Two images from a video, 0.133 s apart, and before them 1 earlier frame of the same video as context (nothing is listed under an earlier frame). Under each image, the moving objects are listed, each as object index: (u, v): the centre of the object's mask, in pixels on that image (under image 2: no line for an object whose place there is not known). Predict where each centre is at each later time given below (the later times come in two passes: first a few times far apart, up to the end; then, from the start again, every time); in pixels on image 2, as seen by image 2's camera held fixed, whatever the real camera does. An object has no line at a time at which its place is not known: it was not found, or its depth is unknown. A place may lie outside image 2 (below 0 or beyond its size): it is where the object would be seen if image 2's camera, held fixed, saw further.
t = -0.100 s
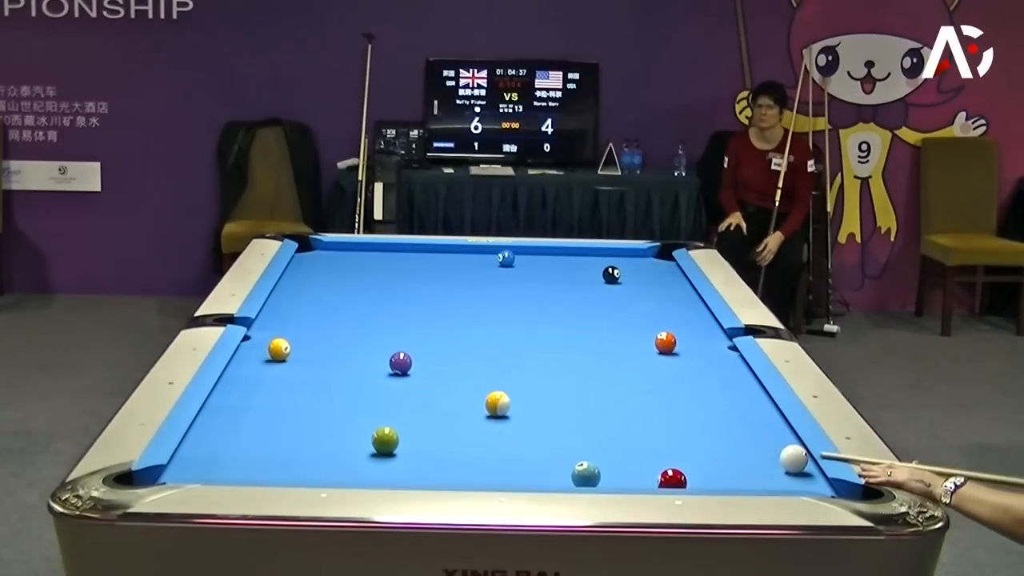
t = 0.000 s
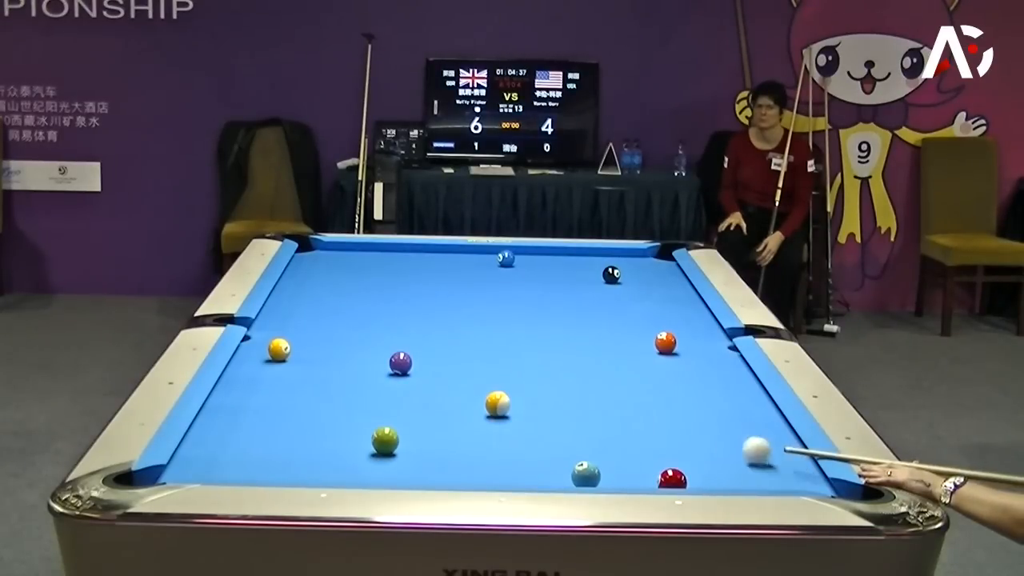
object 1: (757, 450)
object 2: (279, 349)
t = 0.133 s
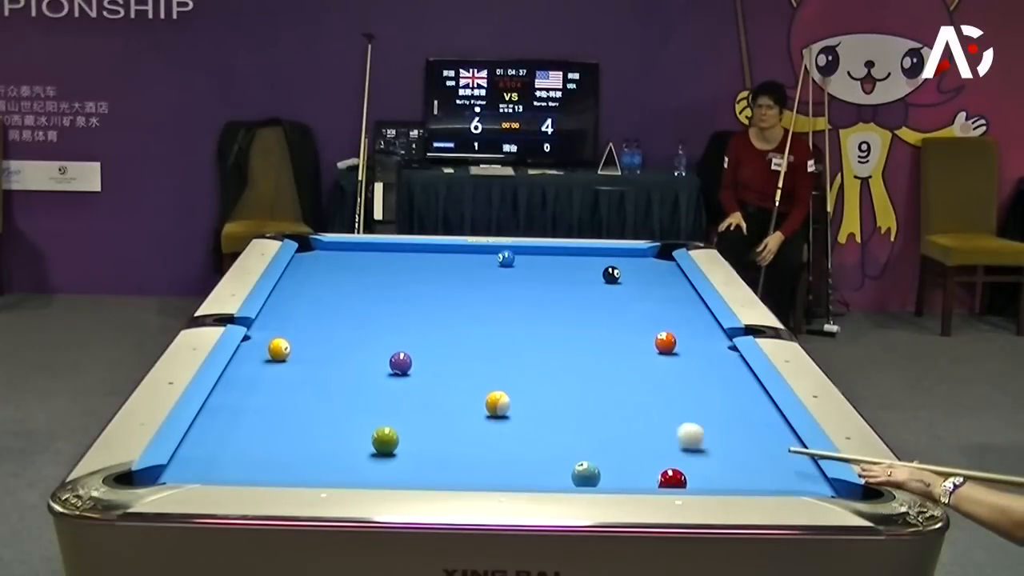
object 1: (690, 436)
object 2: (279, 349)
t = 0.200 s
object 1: (659, 429)
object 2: (279, 349)
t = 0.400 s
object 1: (569, 410)
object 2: (279, 349)
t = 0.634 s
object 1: (474, 389)
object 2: (279, 349)
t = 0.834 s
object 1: (400, 372)
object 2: (279, 349)
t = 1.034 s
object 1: (332, 357)
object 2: (279, 349)
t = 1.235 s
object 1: (299, 343)
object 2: (251, 349)
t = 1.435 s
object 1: (287, 331)
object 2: (269, 349)
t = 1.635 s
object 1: (275, 321)
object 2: (291, 348)
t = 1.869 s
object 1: (274, 310)
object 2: (314, 348)
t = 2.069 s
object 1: (286, 302)
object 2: (333, 348)
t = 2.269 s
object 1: (297, 296)
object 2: (351, 348)
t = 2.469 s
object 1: (307, 289)
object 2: (368, 349)
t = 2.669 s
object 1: (317, 283)
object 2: (383, 349)
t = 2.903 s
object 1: (328, 277)
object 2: (399, 346)
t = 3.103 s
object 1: (337, 272)
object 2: (413, 348)
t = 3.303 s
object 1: (345, 267)
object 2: (424, 348)
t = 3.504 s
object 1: (352, 263)
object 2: (435, 348)
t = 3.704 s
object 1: (360, 259)
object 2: (445, 348)
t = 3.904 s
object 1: (367, 255)
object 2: (453, 349)
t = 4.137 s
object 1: (374, 251)
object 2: (461, 348)
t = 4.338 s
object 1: (380, 248)
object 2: (467, 348)
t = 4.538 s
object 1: (385, 247)
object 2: (472, 349)
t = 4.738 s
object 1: (387, 249)
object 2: (475, 349)
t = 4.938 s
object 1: (389, 250)
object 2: (478, 349)
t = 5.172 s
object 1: (391, 252)
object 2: (480, 349)
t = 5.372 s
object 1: (392, 253)
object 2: (480, 349)
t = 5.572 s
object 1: (394, 254)
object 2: (479, 349)
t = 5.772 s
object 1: (395, 255)
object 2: (479, 349)
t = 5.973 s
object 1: (396, 255)
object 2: (479, 349)
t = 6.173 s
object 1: (397, 256)
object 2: (479, 349)
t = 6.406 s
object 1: (398, 256)
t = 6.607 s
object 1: (398, 257)
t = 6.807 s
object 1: (398, 257)
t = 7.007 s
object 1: (398, 257)
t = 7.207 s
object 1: (398, 257)
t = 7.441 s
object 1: (398, 257)
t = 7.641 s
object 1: (398, 257)
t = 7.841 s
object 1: (398, 257)
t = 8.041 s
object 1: (398, 257)
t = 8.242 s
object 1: (398, 257)
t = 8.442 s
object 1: (398, 257)
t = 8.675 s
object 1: (398, 257)
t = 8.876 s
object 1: (398, 257)
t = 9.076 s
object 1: (398, 257)
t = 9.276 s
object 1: (398, 257)
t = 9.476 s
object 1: (398, 257)
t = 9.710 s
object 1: (398, 257)
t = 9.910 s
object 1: (398, 257)
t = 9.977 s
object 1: (398, 257)
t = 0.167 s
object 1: (674, 433)
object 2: (279, 349)
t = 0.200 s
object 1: (659, 429)
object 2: (279, 349)
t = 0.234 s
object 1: (643, 426)
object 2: (279, 349)
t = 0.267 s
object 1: (628, 423)
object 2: (279, 349)
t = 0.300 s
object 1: (613, 419)
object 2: (279, 349)
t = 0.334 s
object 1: (598, 416)
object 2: (279, 349)
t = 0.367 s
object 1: (584, 413)
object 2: (279, 349)
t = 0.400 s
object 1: (569, 410)
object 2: (279, 349)
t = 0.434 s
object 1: (555, 407)
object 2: (279, 349)
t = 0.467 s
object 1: (541, 404)
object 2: (279, 349)
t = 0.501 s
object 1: (527, 400)
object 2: (279, 349)
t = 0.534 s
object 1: (516, 397)
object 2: (279, 349)
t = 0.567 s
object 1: (501, 388)
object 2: (279, 349)
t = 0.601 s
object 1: (485, 389)
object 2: (279, 349)
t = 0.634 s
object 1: (474, 389)
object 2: (279, 349)
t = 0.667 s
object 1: (461, 386)
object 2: (279, 349)
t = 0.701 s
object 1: (449, 383)
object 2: (279, 349)
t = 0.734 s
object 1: (436, 380)
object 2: (279, 349)
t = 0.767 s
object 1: (424, 378)
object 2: (279, 349)
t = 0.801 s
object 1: (412, 375)
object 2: (279, 349)
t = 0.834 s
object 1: (400, 372)
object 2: (279, 349)
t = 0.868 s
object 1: (388, 369)
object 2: (279, 349)
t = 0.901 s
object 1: (377, 367)
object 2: (279, 349)
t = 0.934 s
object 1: (365, 364)
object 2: (279, 349)
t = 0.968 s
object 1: (354, 362)
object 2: (279, 349)
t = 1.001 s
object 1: (343, 360)
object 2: (279, 349)
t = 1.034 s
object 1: (332, 357)
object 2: (279, 349)
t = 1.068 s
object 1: (321, 354)
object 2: (279, 349)
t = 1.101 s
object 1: (311, 352)
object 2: (279, 349)
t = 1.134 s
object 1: (301, 350)
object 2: (278, 349)
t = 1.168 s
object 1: (301, 348)
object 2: (268, 349)
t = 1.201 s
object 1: (300, 345)
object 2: (259, 349)
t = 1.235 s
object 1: (299, 343)
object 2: (251, 349)
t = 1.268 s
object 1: (297, 342)
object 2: (249, 349)
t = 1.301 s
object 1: (295, 339)
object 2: (254, 349)
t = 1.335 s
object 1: (293, 337)
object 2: (258, 349)
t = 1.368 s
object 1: (290, 335)
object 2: (261, 349)
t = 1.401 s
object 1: (289, 334)
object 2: (265, 349)
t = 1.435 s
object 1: (287, 331)
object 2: (269, 349)
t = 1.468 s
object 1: (285, 329)
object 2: (273, 349)
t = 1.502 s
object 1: (283, 327)
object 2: (276, 348)
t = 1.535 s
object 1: (281, 326)
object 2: (280, 348)
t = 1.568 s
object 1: (279, 324)
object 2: (283, 348)
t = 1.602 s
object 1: (277, 322)
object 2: (287, 348)
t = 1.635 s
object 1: (275, 321)
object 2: (291, 348)
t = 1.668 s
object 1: (273, 319)
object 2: (294, 348)
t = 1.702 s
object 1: (271, 317)
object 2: (298, 349)
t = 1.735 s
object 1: (269, 316)
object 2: (301, 348)
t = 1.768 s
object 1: (268, 314)
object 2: (304, 349)
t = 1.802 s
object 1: (270, 313)
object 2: (308, 348)
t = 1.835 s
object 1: (272, 312)
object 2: (311, 348)
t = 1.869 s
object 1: (274, 310)
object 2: (314, 348)
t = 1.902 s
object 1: (276, 309)
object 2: (318, 348)
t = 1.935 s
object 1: (278, 307)
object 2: (321, 348)
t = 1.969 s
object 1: (280, 306)
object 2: (324, 349)
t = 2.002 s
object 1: (282, 305)
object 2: (327, 348)
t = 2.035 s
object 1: (284, 304)
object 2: (330, 349)
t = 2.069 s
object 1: (286, 302)
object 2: (333, 348)
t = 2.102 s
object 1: (288, 301)
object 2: (336, 348)
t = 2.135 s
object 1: (290, 300)
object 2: (339, 348)
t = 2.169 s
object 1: (291, 299)
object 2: (342, 348)
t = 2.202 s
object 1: (293, 298)
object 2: (345, 348)
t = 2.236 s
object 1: (295, 297)
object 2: (348, 348)
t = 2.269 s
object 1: (297, 296)
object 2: (351, 348)
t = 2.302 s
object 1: (299, 295)
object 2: (354, 348)
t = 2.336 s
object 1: (300, 293)
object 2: (357, 349)
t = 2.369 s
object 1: (302, 292)
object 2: (360, 348)
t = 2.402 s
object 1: (304, 291)
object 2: (362, 348)
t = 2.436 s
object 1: (306, 290)
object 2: (365, 349)
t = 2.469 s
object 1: (307, 289)
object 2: (368, 349)
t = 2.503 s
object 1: (309, 288)
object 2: (371, 349)
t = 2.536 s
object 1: (311, 287)
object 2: (373, 349)
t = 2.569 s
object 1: (313, 286)
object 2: (375, 349)
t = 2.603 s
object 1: (314, 285)
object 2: (378, 349)
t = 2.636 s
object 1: (316, 284)
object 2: (381, 349)
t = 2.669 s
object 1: (317, 283)
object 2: (383, 349)
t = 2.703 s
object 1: (319, 282)
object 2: (385, 348)
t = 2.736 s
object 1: (321, 281)
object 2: (387, 348)
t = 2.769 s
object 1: (322, 281)
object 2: (390, 347)
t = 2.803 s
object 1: (323, 280)
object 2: (392, 347)
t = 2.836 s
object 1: (325, 279)
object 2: (394, 347)
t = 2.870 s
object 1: (326, 278)
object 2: (397, 346)
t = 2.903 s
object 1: (328, 277)
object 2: (399, 346)
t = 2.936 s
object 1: (329, 276)
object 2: (402, 346)
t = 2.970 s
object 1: (331, 275)
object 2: (405, 346)
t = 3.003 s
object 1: (332, 274)
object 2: (407, 346)
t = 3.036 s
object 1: (334, 273)
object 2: (409, 347)
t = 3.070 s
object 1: (335, 273)
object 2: (411, 347)
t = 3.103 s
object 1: (337, 272)
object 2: (413, 348)
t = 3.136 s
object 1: (338, 271)
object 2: (415, 348)
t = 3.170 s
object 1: (339, 270)
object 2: (417, 348)
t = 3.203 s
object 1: (341, 269)
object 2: (419, 348)
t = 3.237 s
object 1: (342, 269)
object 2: (420, 348)
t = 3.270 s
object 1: (343, 268)
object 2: (423, 348)
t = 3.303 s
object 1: (345, 267)
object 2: (424, 348)
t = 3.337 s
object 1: (346, 266)
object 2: (426, 349)
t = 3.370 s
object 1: (347, 266)
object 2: (428, 348)
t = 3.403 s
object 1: (348, 265)
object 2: (430, 348)
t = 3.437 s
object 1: (350, 264)
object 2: (432, 348)
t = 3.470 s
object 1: (351, 264)
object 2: (433, 348)
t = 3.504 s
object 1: (352, 263)
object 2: (435, 348)
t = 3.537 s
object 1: (354, 262)
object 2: (437, 348)
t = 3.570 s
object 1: (355, 261)
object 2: (438, 348)
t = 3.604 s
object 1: (356, 261)
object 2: (440, 348)
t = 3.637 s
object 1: (357, 260)
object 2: (442, 348)
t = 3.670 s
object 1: (359, 259)
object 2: (443, 348)
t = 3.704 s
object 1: (360, 259)
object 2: (445, 348)
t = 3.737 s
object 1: (361, 258)
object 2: (446, 348)
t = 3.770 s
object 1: (362, 258)
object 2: (448, 348)
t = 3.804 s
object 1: (363, 257)
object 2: (449, 348)
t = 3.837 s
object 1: (364, 256)
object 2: (450, 348)
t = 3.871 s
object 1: (365, 256)
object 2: (452, 348)
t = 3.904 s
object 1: (367, 255)
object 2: (453, 349)
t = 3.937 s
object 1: (368, 254)
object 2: (454, 349)
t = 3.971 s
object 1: (369, 254)
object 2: (456, 348)
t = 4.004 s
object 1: (370, 253)
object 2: (457, 349)
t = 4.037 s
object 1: (371, 252)
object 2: (458, 348)
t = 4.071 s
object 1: (372, 252)
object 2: (459, 348)
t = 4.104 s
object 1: (373, 251)
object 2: (460, 348)
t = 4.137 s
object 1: (374, 251)
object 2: (461, 348)
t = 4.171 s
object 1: (375, 250)
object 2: (462, 348)
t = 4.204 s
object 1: (376, 250)
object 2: (463, 348)
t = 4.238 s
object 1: (377, 249)
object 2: (464, 348)
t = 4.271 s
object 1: (378, 249)
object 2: (465, 348)
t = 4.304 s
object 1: (379, 248)
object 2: (466, 348)
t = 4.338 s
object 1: (380, 248)
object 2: (467, 348)
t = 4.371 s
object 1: (381, 247)
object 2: (468, 348)
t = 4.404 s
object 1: (382, 247)
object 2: (469, 348)
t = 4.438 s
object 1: (383, 246)
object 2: (470, 348)
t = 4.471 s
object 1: (384, 247)
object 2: (471, 348)
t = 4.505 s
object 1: (384, 247)
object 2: (471, 349)
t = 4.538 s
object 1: (385, 247)
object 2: (472, 349)
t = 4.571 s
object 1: (385, 247)
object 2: (473, 348)
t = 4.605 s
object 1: (385, 248)
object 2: (473, 348)
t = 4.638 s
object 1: (386, 248)
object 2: (474, 349)
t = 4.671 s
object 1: (386, 248)
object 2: (474, 349)
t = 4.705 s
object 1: (386, 248)
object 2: (475, 349)
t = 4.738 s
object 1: (387, 249)
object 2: (475, 349)
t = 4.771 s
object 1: (387, 249)
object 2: (476, 349)
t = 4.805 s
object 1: (387, 249)
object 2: (477, 349)
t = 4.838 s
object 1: (388, 249)
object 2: (477, 349)
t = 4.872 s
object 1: (388, 250)
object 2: (477, 349)
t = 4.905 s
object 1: (388, 250)
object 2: (478, 349)
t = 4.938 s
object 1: (389, 250)
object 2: (478, 349)
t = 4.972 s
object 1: (389, 250)
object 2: (479, 349)
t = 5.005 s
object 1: (389, 250)
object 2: (479, 349)
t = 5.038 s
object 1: (390, 251)
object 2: (479, 349)
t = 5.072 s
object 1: (390, 251)
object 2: (479, 349)
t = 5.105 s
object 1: (390, 251)
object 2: (480, 349)
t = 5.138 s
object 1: (390, 251)
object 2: (480, 349)
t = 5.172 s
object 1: (391, 252)
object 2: (480, 349)
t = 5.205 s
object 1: (391, 252)
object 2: (480, 349)
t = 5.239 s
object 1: (391, 252)
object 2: (480, 349)
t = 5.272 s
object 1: (391, 252)
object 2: (480, 349)
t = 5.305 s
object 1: (392, 253)
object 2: (480, 349)
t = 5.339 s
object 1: (392, 253)
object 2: (480, 349)
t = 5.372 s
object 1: (392, 253)
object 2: (480, 349)
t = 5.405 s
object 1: (393, 253)
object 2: (480, 349)
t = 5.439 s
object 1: (393, 253)
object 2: (480, 349)
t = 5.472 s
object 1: (393, 253)
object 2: (479, 349)
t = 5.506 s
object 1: (393, 254)
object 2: (479, 349)
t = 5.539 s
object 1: (394, 254)
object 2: (479, 349)
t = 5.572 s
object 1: (394, 254)
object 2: (479, 349)
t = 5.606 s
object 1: (394, 254)
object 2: (479, 349)
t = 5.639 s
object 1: (394, 254)
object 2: (479, 349)
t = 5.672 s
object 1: (394, 254)
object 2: (479, 349)
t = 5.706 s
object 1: (395, 255)
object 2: (479, 349)
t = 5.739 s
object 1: (395, 255)
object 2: (479, 349)
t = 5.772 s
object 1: (395, 255)
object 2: (479, 349)
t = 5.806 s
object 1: (395, 255)
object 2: (479, 349)
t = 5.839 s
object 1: (395, 255)
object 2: (479, 349)
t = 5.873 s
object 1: (396, 255)
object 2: (479, 349)
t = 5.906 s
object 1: (396, 255)
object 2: (479, 349)
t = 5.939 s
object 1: (396, 255)
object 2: (479, 349)
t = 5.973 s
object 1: (396, 255)
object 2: (479, 349)
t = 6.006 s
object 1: (396, 256)
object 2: (479, 349)
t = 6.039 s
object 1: (396, 256)
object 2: (479, 349)
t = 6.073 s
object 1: (397, 256)
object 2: (479, 349)
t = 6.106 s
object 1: (397, 256)
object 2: (479, 349)
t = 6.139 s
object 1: (397, 256)
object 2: (479, 349)
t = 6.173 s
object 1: (397, 256)
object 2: (479, 349)
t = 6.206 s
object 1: (397, 256)
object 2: (479, 349)
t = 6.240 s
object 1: (397, 256)
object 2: (479, 349)
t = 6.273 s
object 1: (398, 256)
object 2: (479, 349)
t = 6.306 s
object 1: (398, 256)
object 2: (479, 349)
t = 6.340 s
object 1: (398, 256)
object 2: (479, 349)
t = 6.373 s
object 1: (398, 256)
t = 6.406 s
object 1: (398, 256)
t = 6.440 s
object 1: (398, 256)
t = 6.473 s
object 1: (398, 257)
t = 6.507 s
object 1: (398, 257)
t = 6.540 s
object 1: (398, 257)
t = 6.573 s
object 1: (398, 257)
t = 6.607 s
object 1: (398, 257)
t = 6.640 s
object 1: (398, 257)
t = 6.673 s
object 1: (398, 257)
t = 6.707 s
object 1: (398, 257)
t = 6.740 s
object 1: (398, 257)
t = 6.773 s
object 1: (398, 257)
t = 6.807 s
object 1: (398, 257)
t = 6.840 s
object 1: (398, 257)
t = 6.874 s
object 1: (398, 257)
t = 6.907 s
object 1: (398, 257)
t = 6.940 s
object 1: (398, 257)
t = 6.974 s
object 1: (398, 257)
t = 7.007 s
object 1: (398, 257)
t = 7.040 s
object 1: (398, 257)
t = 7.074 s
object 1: (398, 257)
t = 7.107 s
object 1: (398, 257)
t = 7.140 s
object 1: (398, 257)
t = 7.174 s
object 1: (398, 257)
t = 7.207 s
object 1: (398, 257)
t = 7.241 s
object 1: (398, 257)
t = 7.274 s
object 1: (398, 257)
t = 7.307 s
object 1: (398, 257)
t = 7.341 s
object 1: (398, 257)
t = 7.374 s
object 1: (398, 257)
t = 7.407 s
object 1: (398, 257)
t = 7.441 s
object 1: (398, 257)
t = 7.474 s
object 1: (398, 257)
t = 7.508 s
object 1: (398, 257)
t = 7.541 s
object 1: (398, 257)
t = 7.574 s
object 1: (398, 257)
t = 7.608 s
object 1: (398, 257)
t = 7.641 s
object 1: (398, 257)
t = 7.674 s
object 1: (398, 257)
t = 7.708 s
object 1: (398, 257)
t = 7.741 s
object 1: (398, 257)
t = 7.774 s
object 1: (398, 257)
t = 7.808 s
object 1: (398, 257)
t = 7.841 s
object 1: (398, 257)
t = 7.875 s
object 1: (398, 257)
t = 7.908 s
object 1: (398, 257)
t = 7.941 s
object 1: (398, 257)
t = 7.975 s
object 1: (398, 257)
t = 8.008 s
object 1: (398, 257)
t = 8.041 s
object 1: (398, 257)
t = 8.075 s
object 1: (398, 257)
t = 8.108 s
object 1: (398, 257)
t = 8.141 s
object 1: (398, 257)
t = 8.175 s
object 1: (398, 257)
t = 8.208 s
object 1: (398, 257)
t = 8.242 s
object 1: (398, 257)
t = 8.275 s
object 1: (398, 257)
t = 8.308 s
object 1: (398, 257)
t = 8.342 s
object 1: (398, 257)
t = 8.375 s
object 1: (398, 257)
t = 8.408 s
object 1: (398, 257)
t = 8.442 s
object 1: (398, 257)
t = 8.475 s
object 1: (398, 257)
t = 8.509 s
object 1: (398, 257)
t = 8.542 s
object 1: (398, 257)
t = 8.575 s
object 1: (398, 257)
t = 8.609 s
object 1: (398, 257)
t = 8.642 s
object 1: (398, 257)
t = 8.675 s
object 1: (398, 257)
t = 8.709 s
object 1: (398, 257)
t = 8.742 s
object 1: (398, 257)
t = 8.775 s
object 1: (398, 257)
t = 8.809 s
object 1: (398, 257)
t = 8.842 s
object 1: (398, 257)
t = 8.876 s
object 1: (398, 257)
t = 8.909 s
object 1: (398, 257)
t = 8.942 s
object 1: (398, 257)
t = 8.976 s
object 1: (398, 257)
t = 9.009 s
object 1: (398, 257)
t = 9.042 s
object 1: (398, 257)
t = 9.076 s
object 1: (398, 257)
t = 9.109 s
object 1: (398, 257)
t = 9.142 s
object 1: (398, 257)
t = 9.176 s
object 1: (398, 257)
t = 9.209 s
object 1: (398, 257)
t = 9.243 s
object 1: (398, 257)
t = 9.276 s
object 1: (398, 257)
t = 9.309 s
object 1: (398, 257)
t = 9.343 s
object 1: (398, 257)
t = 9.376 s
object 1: (398, 257)
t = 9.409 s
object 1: (398, 257)
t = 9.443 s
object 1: (398, 257)
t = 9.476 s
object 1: (398, 257)
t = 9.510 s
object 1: (398, 257)
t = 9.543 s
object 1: (398, 257)
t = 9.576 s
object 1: (398, 257)
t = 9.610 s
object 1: (398, 257)
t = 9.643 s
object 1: (398, 257)
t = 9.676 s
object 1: (398, 257)
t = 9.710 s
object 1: (398, 257)
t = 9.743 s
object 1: (398, 257)
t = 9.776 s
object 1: (398, 257)
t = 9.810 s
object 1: (398, 257)
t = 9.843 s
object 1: (398, 257)
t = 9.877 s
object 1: (398, 257)
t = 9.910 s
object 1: (398, 257)
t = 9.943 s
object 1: (398, 257)
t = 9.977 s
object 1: (398, 257)
